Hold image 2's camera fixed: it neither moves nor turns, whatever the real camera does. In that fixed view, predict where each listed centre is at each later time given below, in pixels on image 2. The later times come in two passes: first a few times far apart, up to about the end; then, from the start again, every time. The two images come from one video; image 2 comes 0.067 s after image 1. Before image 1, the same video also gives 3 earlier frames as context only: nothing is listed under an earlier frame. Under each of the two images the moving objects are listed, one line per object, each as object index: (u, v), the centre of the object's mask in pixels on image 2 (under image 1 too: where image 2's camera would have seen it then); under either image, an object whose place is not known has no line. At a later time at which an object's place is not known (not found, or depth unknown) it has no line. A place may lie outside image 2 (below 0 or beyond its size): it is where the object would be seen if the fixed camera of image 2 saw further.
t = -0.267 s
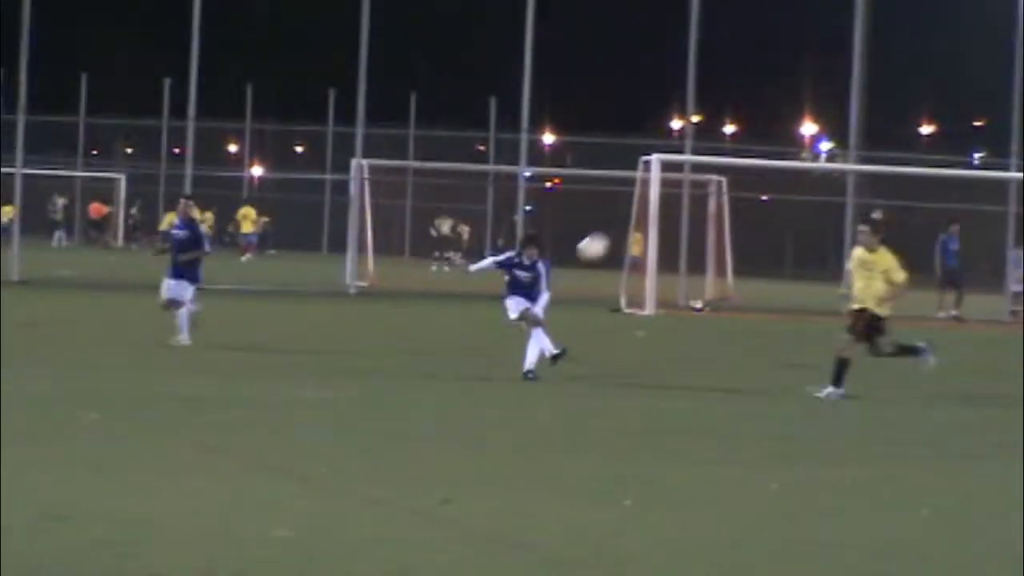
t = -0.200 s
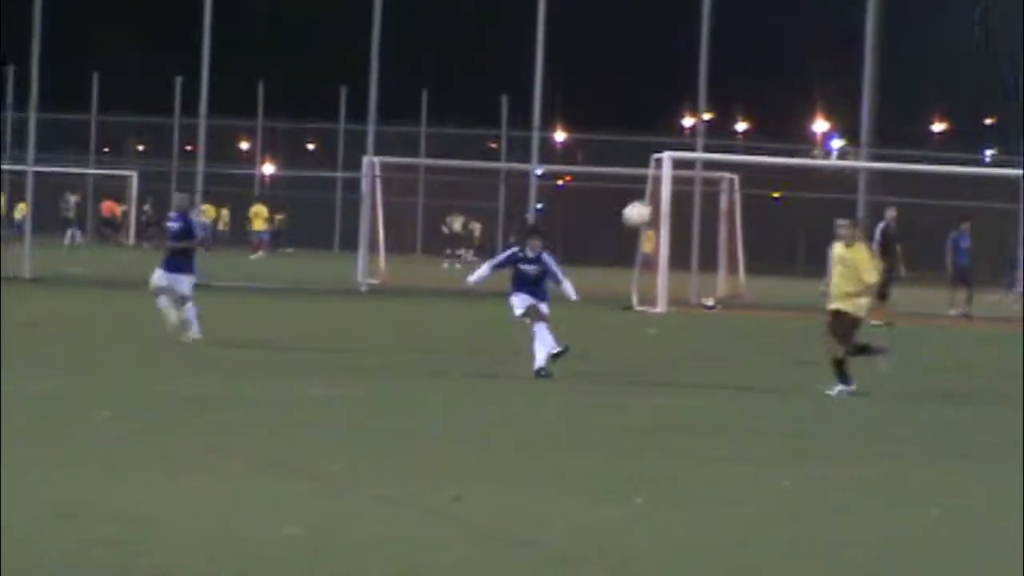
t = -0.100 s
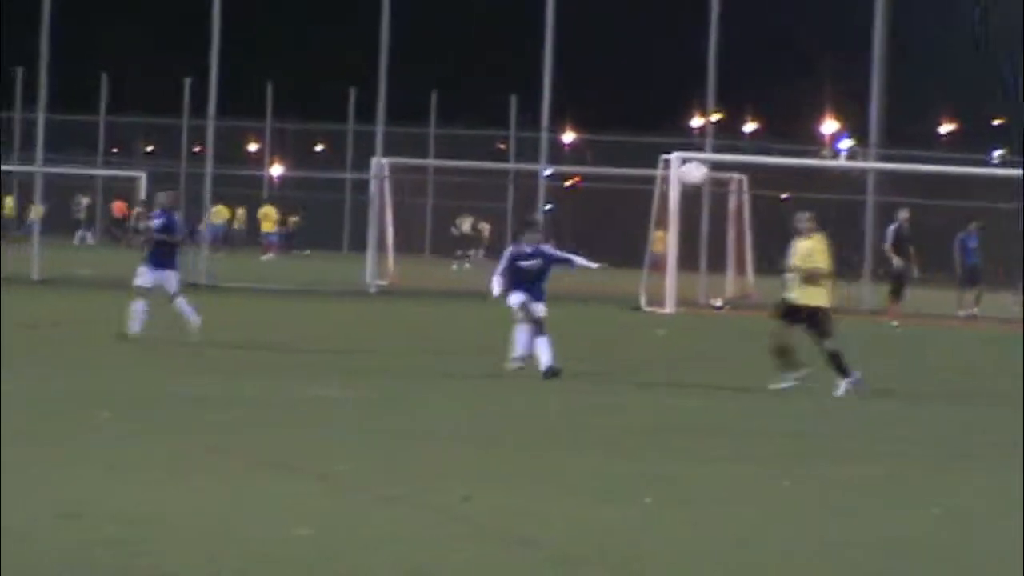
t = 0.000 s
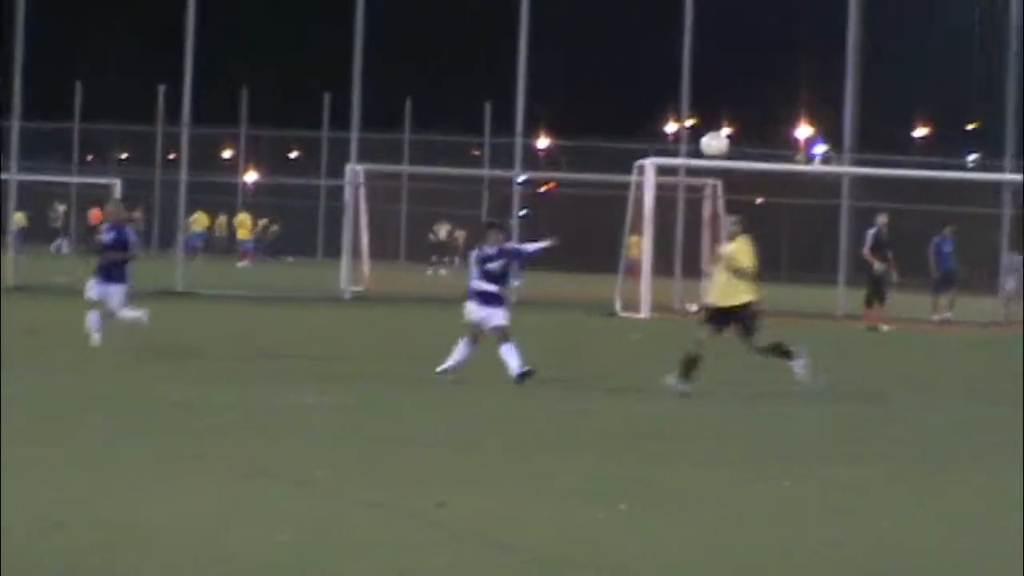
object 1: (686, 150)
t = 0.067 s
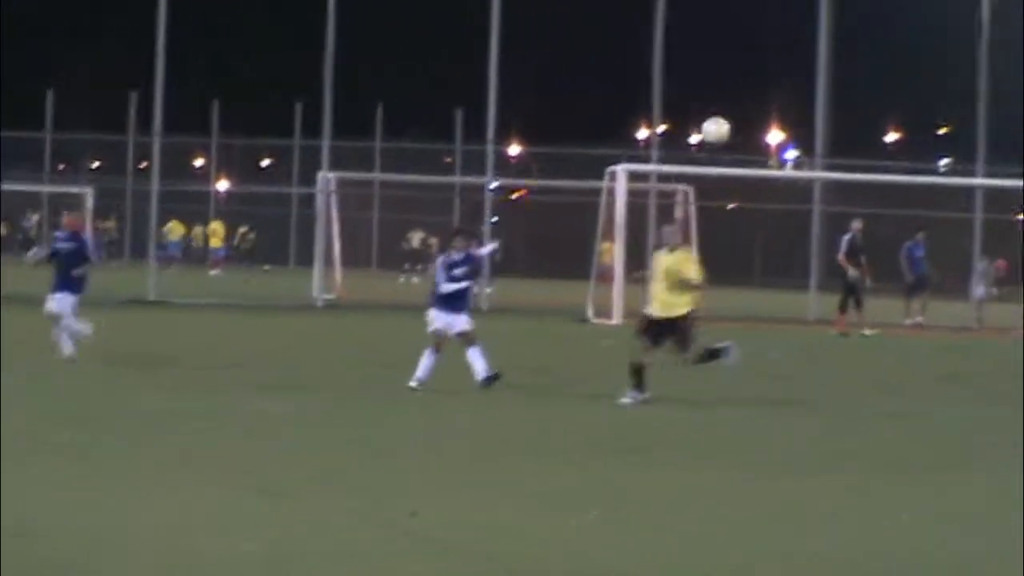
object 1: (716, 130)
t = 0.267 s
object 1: (800, 90)
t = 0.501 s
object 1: (893, 86)
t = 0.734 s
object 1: (980, 142)
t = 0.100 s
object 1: (730, 121)
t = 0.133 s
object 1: (745, 113)
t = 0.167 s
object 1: (759, 106)
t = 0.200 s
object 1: (773, 99)
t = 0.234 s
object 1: (787, 94)
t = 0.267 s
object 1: (800, 90)
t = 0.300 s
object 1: (814, 86)
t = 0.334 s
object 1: (828, 84)
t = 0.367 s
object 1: (842, 81)
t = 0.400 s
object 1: (854, 81)
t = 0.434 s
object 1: (867, 81)
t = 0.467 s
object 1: (880, 83)
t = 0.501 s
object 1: (893, 86)
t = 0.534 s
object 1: (906, 91)
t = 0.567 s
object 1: (918, 96)
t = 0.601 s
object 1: (931, 103)
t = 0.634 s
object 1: (943, 111)
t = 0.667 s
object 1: (955, 121)
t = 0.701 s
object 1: (968, 131)
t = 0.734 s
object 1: (980, 142)
